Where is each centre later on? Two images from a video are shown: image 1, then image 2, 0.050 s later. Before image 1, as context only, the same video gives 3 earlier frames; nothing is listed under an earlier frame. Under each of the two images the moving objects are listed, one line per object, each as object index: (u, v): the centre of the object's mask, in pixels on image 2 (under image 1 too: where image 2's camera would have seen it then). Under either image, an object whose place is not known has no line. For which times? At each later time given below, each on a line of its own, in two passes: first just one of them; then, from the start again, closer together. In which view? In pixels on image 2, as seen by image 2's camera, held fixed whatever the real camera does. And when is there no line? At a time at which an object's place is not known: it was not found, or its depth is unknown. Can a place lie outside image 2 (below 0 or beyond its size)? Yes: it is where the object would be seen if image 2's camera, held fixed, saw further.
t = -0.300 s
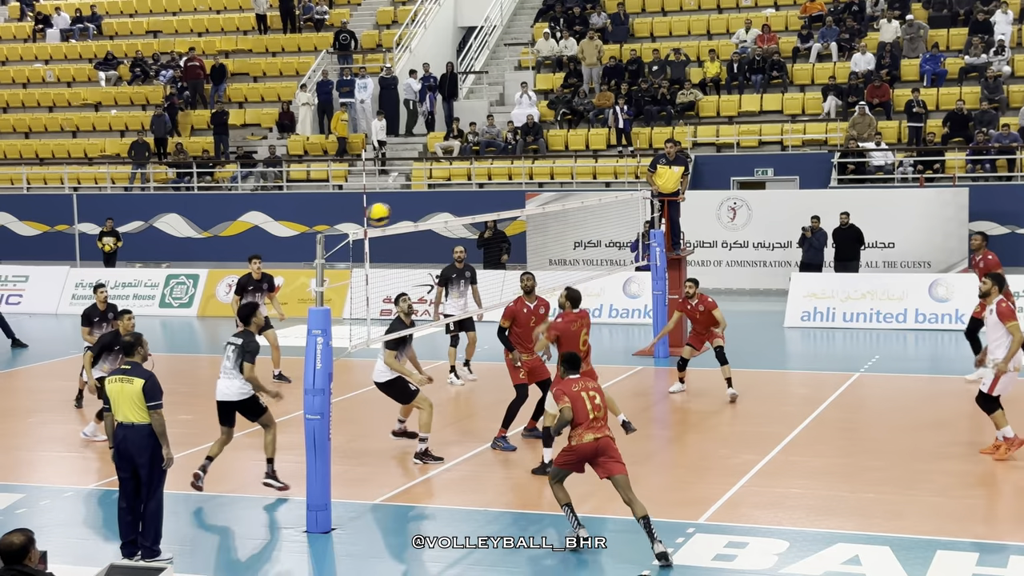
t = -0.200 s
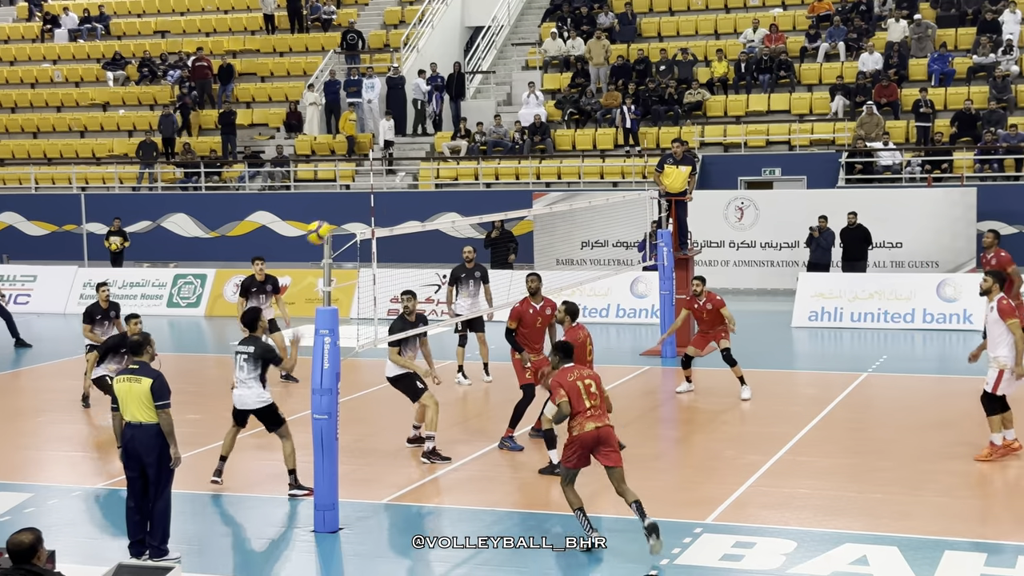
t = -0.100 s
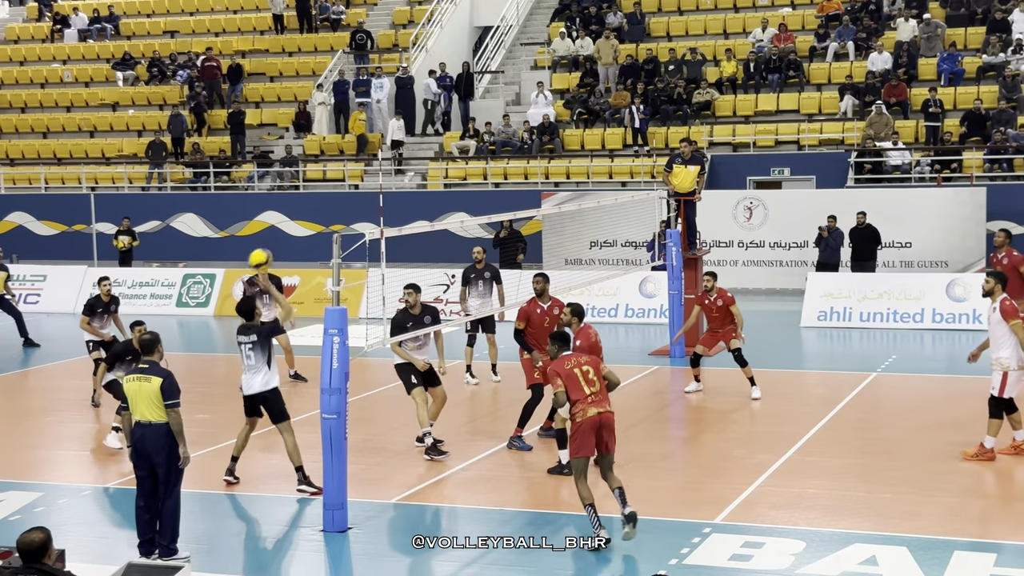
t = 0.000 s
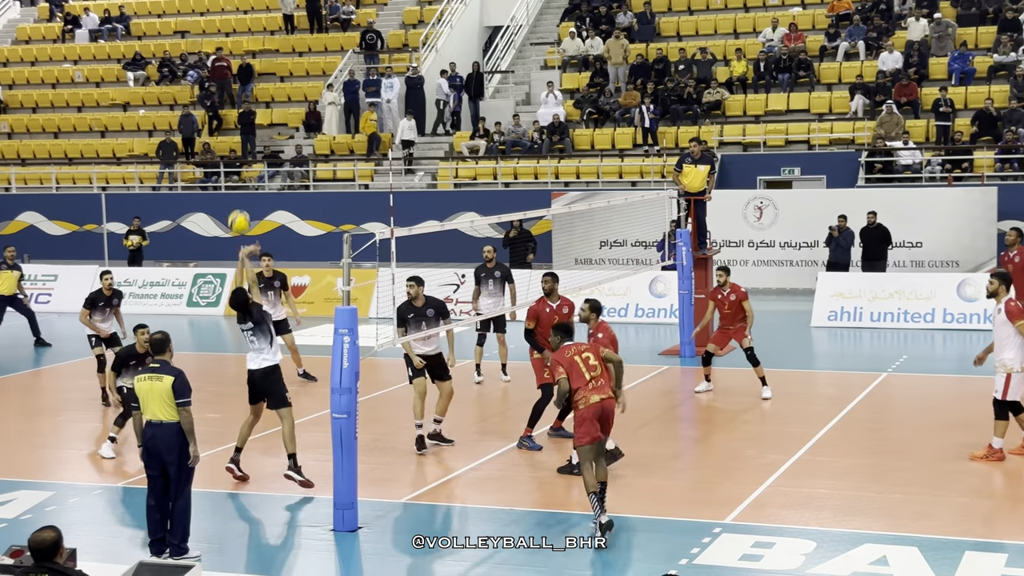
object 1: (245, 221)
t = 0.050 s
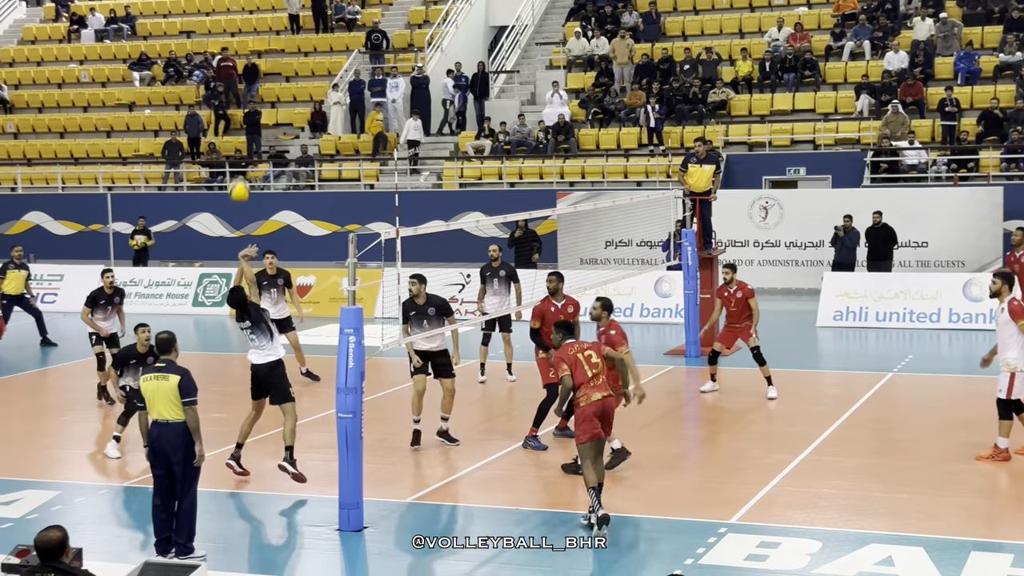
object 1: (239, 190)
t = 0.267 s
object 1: (218, 93)
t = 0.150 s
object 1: (229, 138)
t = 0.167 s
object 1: (227, 130)
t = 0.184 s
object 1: (226, 124)
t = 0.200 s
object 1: (224, 117)
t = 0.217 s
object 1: (223, 110)
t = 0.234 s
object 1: (222, 104)
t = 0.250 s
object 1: (220, 98)
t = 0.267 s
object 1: (218, 93)
